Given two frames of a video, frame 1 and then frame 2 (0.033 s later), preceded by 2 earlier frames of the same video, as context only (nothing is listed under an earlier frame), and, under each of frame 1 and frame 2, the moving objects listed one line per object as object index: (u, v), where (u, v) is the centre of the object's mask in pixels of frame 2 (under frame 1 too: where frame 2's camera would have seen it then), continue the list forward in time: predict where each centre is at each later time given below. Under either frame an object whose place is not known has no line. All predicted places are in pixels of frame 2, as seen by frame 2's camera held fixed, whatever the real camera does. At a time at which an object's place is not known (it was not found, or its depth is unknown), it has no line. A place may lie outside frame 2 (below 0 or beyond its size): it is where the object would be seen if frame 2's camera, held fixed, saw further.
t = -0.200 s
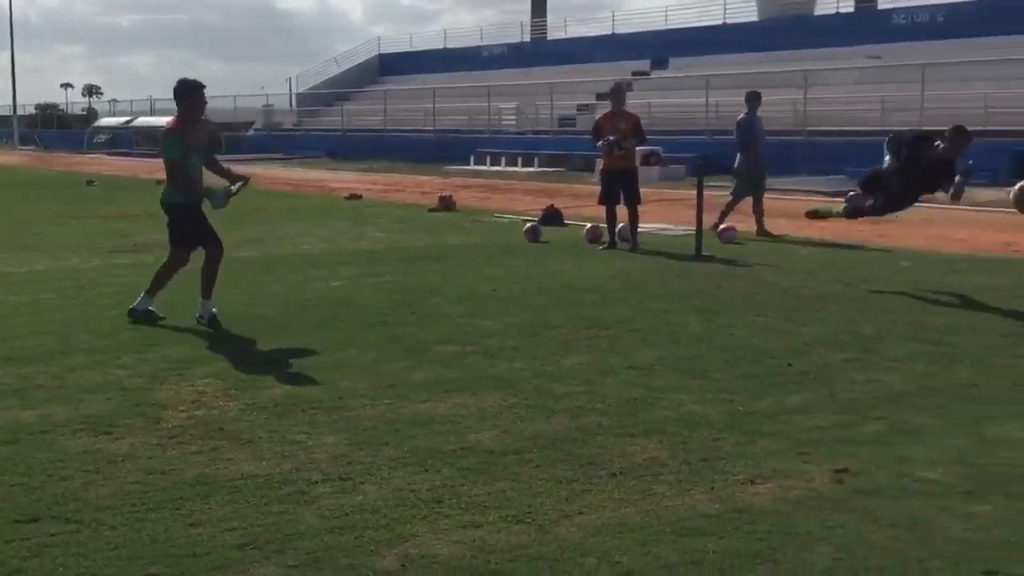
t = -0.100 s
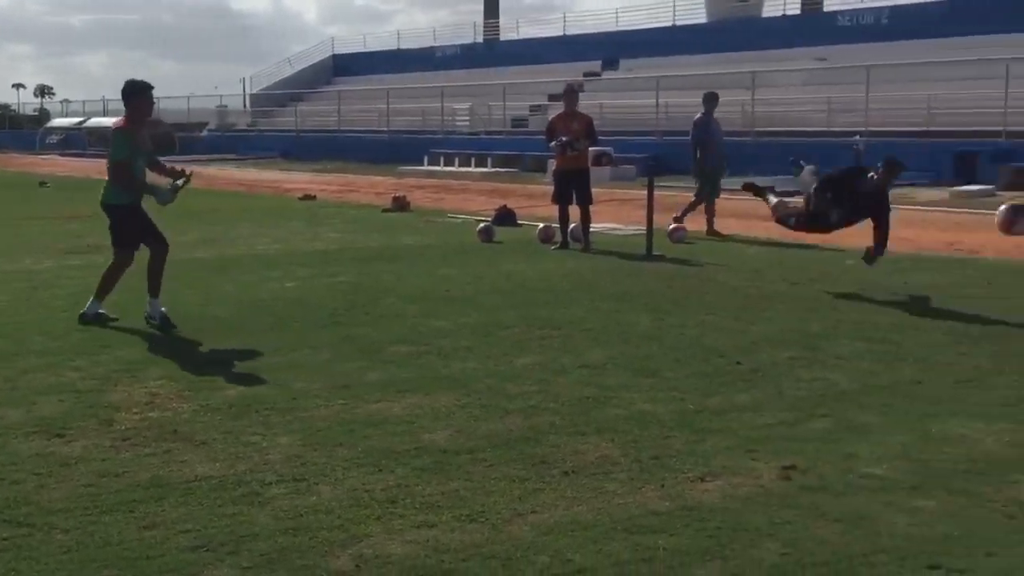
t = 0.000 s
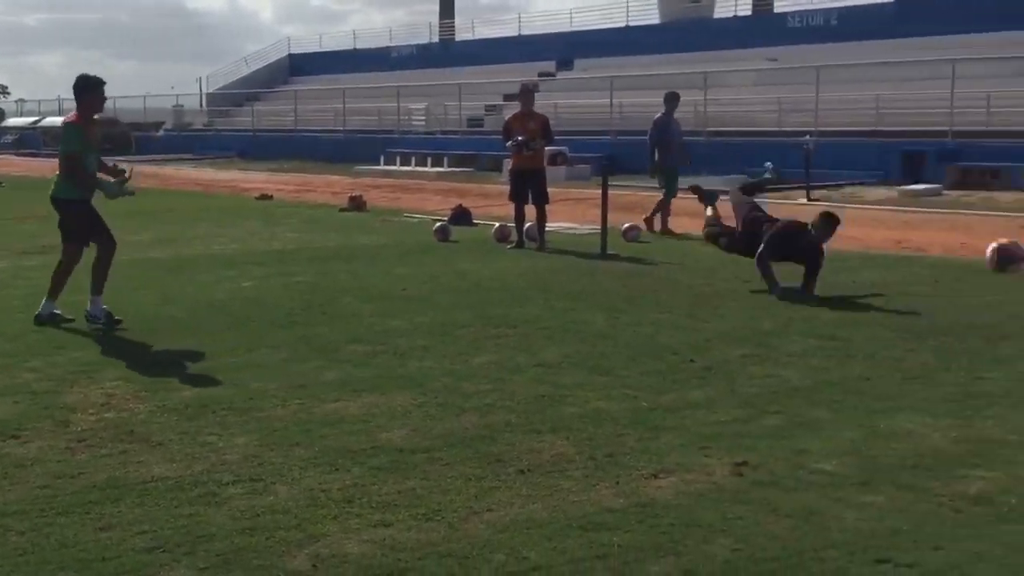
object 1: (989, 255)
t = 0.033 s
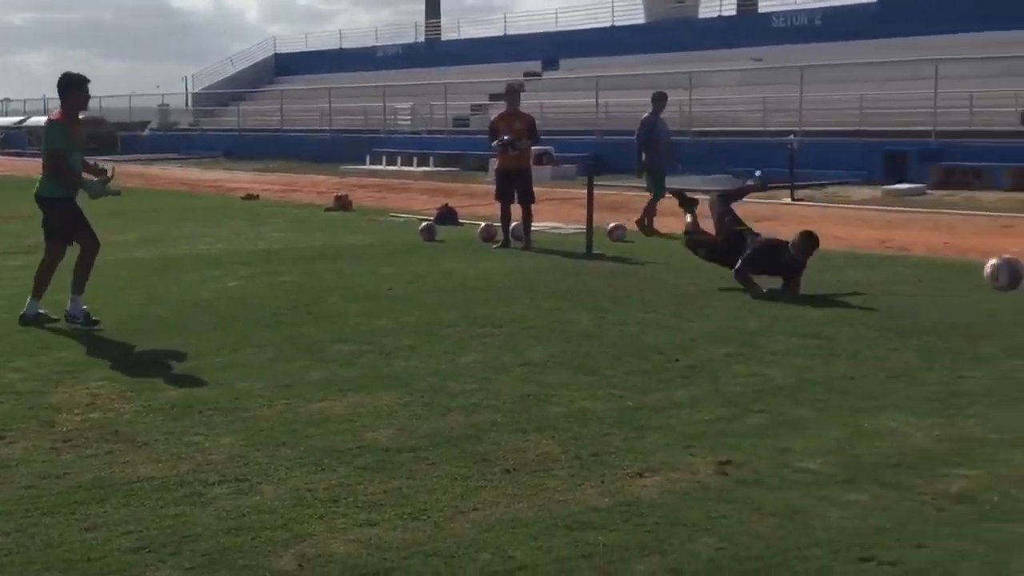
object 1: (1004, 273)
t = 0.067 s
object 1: (1017, 292)
